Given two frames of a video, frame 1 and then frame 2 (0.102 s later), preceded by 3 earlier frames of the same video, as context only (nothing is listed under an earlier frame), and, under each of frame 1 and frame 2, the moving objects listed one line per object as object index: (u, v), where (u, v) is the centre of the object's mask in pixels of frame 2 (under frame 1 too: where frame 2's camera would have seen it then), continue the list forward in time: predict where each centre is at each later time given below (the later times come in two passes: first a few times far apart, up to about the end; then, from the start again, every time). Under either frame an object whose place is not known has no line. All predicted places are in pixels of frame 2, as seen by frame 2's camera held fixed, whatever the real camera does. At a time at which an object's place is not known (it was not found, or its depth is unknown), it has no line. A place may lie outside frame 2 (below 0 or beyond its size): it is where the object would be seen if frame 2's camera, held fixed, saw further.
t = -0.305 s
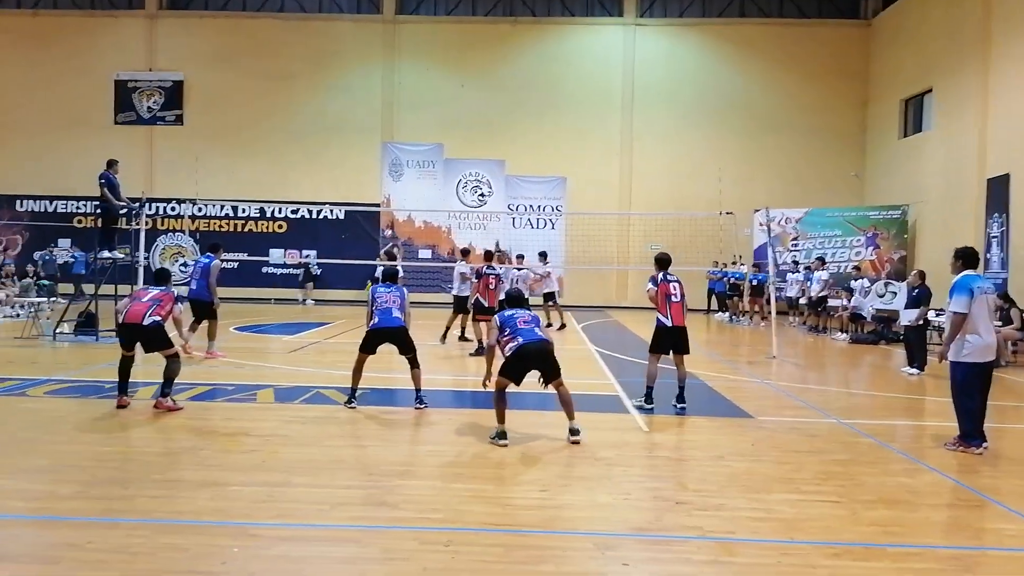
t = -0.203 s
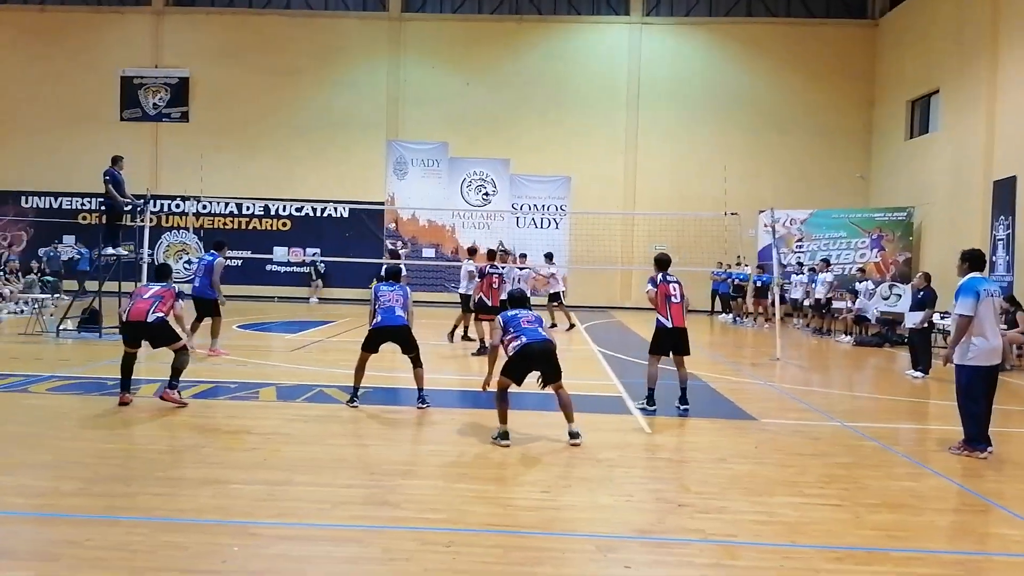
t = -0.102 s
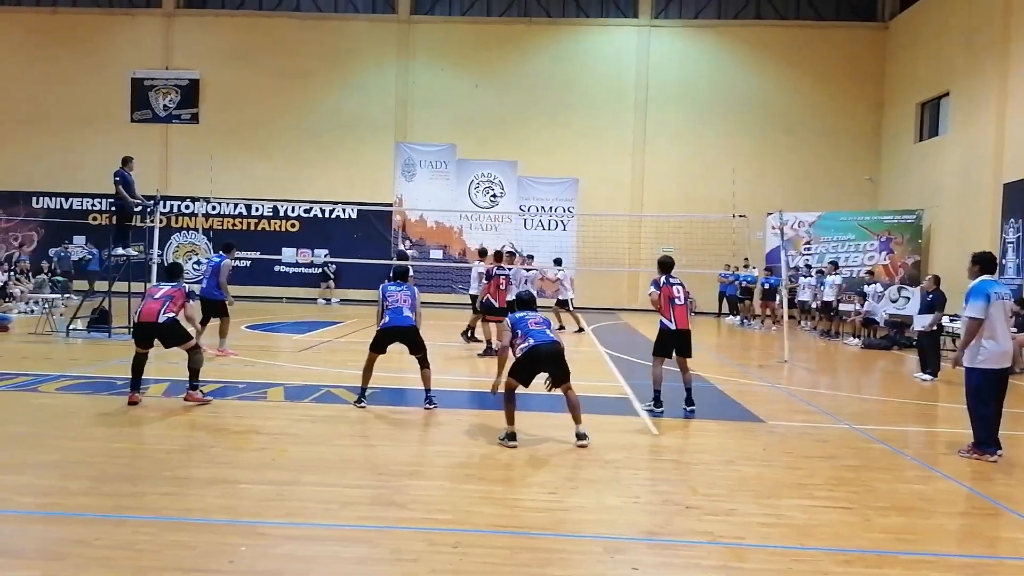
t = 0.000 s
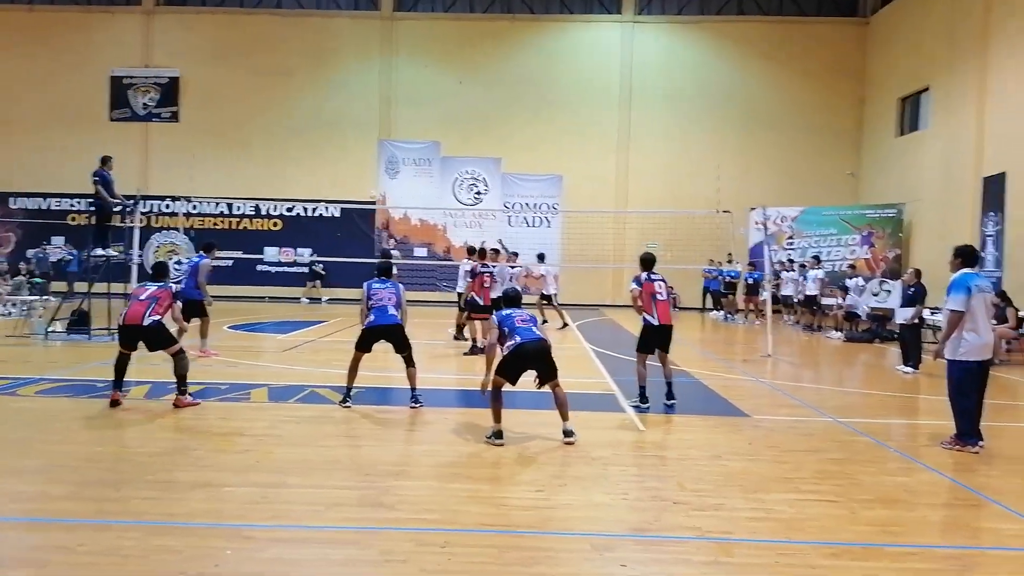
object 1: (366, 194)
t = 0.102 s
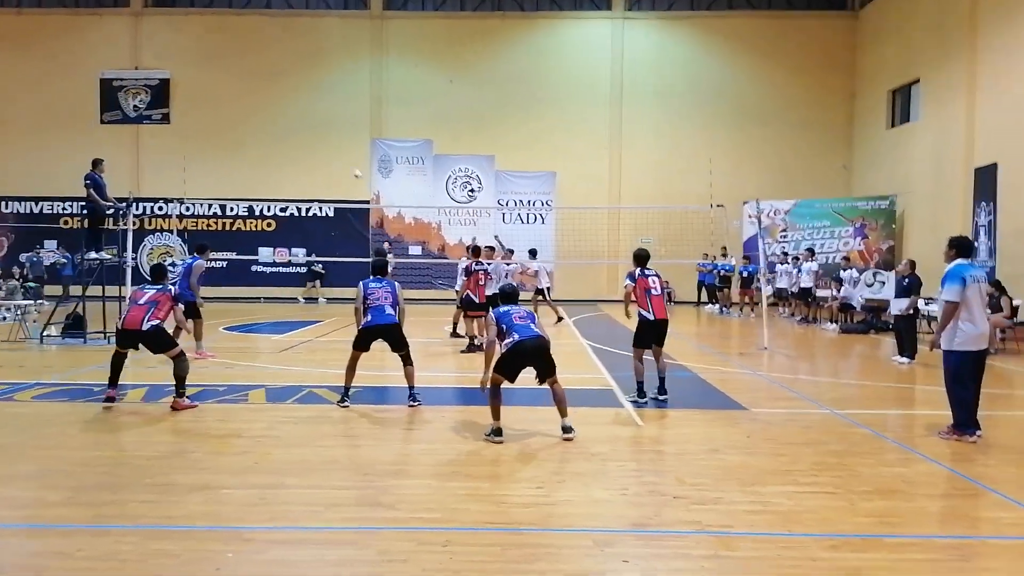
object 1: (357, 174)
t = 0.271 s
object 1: (338, 146)
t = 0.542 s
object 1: (298, 117)
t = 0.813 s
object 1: (248, 127)
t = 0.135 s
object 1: (353, 168)
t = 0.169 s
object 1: (350, 162)
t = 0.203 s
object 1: (345, 156)
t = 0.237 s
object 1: (342, 151)
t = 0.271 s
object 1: (338, 146)
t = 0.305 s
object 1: (334, 140)
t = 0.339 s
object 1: (330, 136)
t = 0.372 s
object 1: (325, 132)
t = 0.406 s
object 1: (321, 128)
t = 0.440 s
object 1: (315, 124)
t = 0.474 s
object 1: (310, 121)
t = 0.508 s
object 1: (304, 119)
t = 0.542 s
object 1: (298, 117)
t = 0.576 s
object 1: (293, 116)
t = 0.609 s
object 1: (287, 115)
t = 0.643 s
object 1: (281, 115)
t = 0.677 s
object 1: (275, 116)
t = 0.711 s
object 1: (269, 118)
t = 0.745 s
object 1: (262, 119)
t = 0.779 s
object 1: (255, 122)
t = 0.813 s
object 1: (248, 127)
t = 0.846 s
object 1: (240, 132)
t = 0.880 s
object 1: (233, 138)
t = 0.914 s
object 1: (224, 145)
